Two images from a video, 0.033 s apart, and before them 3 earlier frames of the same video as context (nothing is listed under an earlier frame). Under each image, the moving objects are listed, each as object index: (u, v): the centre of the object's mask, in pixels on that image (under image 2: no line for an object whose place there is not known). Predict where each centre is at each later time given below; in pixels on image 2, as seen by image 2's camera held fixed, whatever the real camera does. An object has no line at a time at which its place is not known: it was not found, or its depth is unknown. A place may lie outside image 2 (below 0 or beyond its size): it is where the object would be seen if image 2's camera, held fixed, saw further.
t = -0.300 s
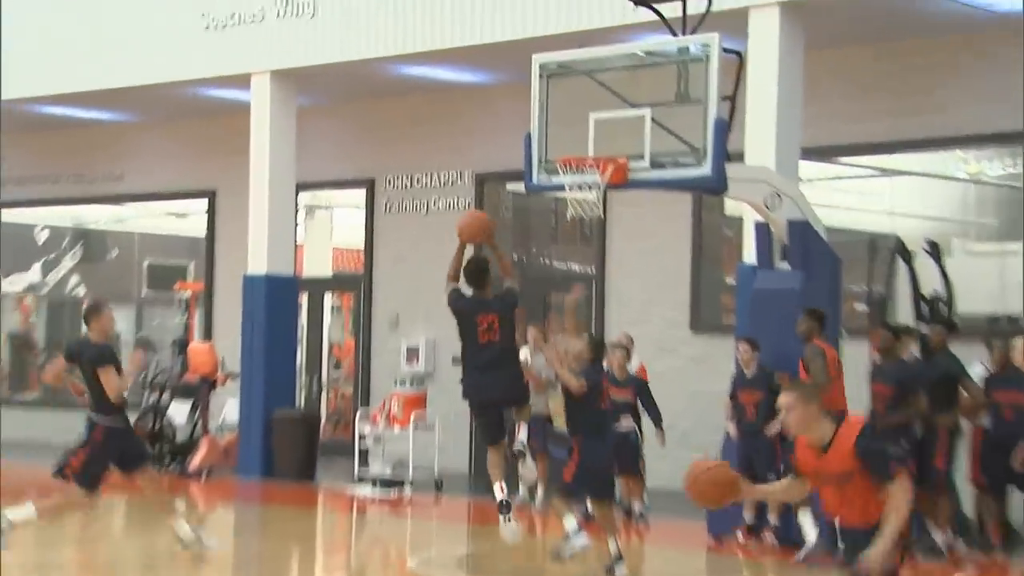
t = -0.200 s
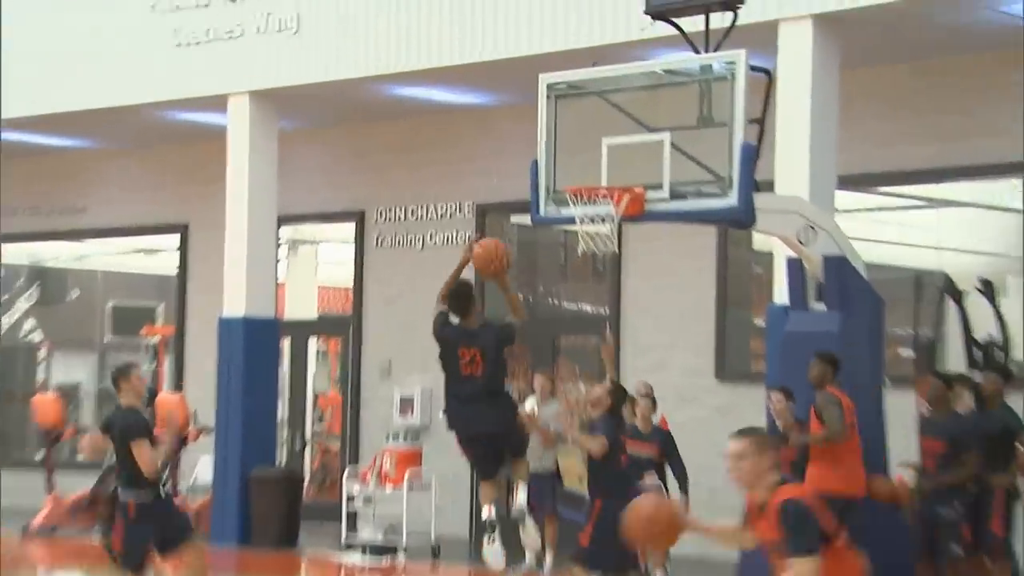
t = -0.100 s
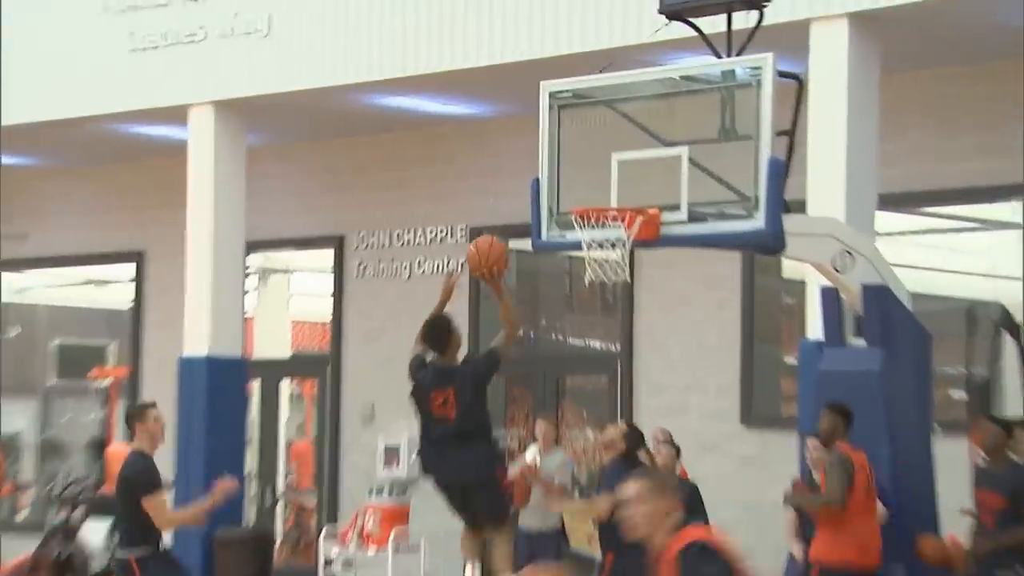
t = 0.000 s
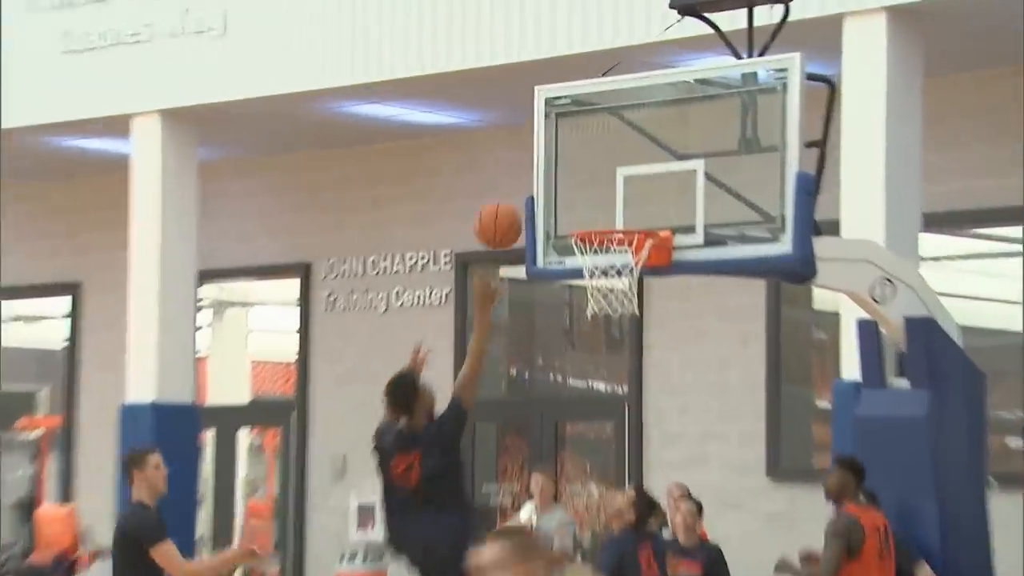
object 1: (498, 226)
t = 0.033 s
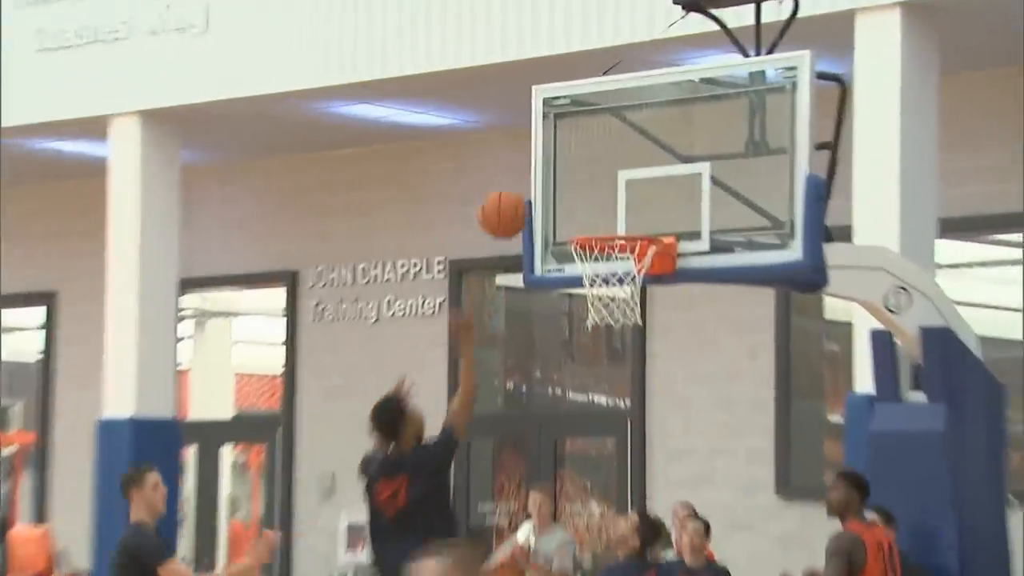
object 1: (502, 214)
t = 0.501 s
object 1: (621, 201)
